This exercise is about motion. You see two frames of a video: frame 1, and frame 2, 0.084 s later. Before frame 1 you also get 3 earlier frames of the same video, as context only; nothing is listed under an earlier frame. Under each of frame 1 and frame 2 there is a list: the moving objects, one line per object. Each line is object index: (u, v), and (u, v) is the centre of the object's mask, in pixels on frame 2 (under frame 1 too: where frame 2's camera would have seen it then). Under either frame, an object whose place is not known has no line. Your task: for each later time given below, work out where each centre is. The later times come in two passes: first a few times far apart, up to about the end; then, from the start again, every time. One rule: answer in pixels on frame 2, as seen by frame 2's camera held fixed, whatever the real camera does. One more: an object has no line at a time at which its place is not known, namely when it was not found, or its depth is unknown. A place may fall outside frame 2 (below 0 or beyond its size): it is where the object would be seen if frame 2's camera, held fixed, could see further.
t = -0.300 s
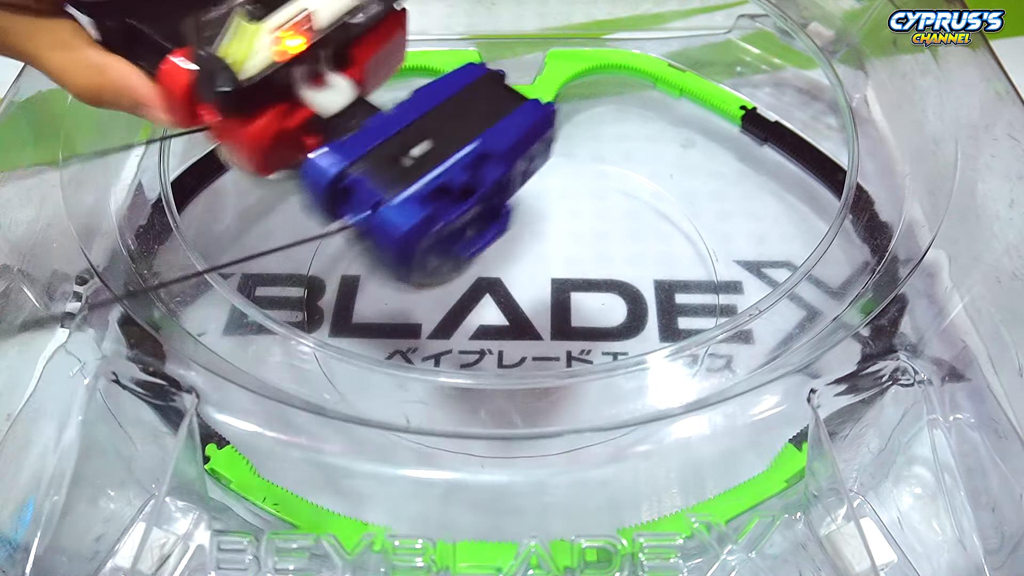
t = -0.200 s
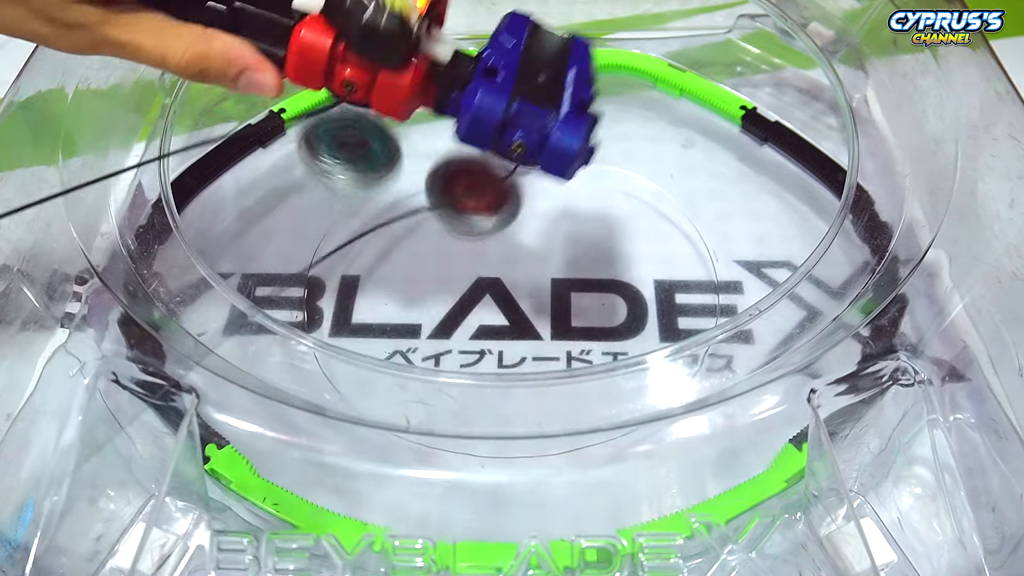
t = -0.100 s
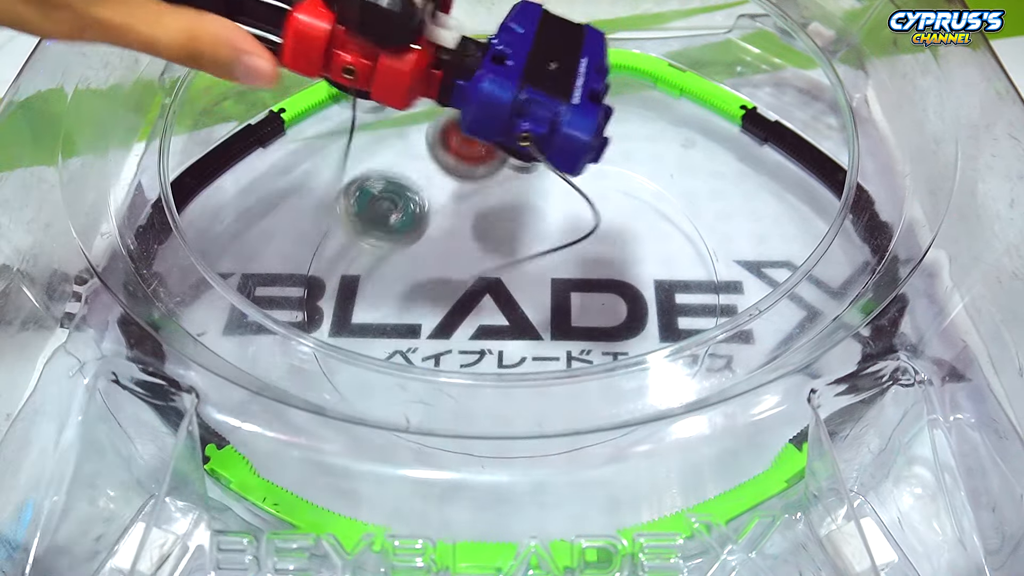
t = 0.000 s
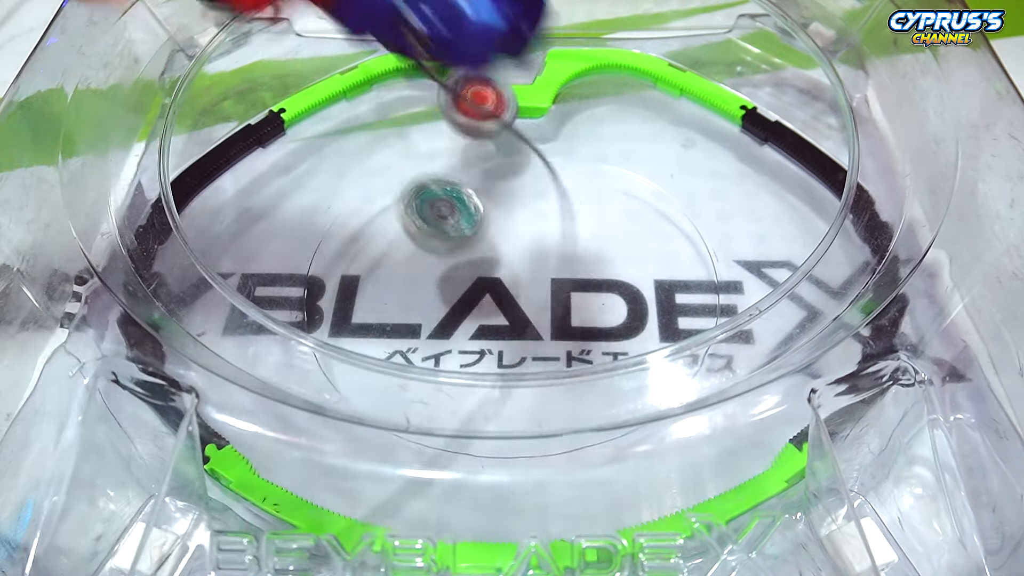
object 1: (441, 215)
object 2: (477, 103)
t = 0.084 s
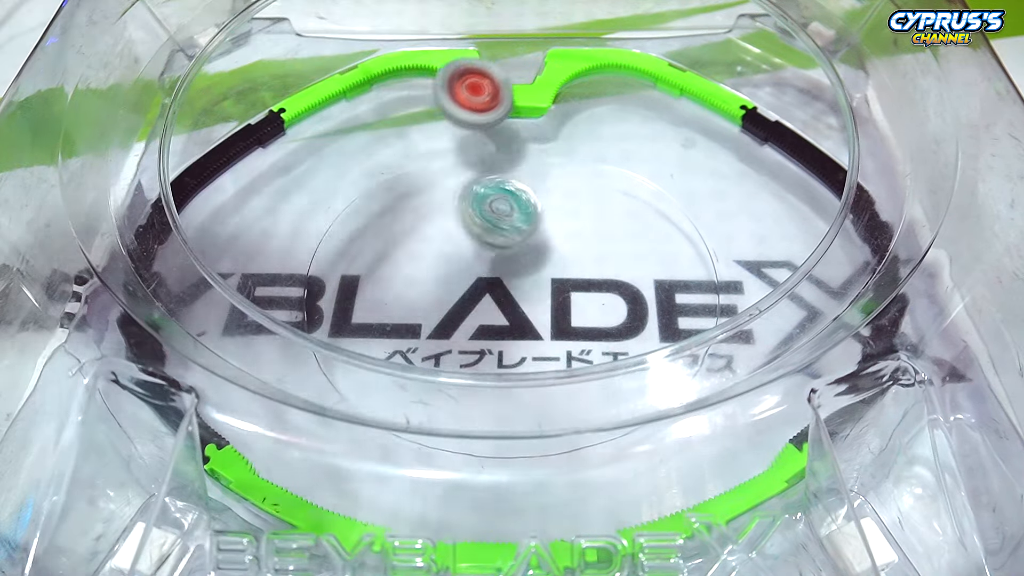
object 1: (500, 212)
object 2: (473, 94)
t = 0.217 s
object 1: (583, 189)
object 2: (434, 117)
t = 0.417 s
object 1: (632, 151)
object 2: (447, 169)
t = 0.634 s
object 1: (567, 153)
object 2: (529, 230)
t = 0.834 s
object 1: (502, 165)
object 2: (600, 229)
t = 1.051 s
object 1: (497, 195)
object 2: (621, 198)
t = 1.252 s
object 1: (531, 249)
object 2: (651, 184)
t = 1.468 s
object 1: (636, 284)
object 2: (635, 197)
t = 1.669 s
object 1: (674, 311)
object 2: (608, 179)
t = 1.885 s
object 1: (631, 302)
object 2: (540, 238)
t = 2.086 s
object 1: (625, 297)
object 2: (455, 293)
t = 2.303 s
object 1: (592, 298)
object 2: (481, 372)
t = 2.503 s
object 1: (551, 292)
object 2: (568, 408)
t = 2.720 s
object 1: (437, 187)
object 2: (560, 416)
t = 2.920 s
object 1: (316, 235)
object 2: (532, 343)
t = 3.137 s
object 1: (373, 360)
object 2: (468, 262)
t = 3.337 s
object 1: (462, 350)
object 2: (386, 241)
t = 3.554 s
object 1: (501, 310)
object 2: (372, 278)
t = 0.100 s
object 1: (512, 212)
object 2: (467, 96)
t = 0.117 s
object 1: (523, 204)
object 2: (462, 100)
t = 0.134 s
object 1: (534, 202)
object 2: (457, 102)
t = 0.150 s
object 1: (544, 201)
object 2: (451, 106)
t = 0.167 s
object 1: (555, 196)
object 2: (446, 109)
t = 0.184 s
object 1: (565, 195)
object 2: (442, 112)
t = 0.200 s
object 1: (574, 192)
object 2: (438, 116)
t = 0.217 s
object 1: (583, 189)
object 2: (434, 117)
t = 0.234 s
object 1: (592, 185)
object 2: (432, 121)
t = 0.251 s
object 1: (599, 182)
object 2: (429, 124)
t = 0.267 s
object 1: (606, 179)
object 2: (427, 126)
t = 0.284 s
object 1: (612, 176)
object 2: (425, 130)
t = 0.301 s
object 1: (617, 173)
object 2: (425, 133)
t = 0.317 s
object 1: (621, 169)
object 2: (426, 137)
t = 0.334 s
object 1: (625, 166)
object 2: (428, 141)
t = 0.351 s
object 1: (628, 163)
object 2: (431, 145)
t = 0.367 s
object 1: (630, 160)
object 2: (435, 152)
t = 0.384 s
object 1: (631, 157)
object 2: (439, 158)
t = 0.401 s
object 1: (632, 154)
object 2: (443, 164)
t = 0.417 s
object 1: (632, 151)
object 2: (447, 169)
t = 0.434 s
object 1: (631, 148)
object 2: (452, 176)
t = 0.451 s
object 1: (630, 146)
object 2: (458, 182)
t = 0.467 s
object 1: (626, 145)
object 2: (463, 187)
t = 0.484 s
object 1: (622, 145)
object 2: (469, 193)
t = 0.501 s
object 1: (617, 146)
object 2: (475, 199)
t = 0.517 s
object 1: (611, 147)
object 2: (481, 204)
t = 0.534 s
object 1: (605, 147)
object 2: (488, 209)
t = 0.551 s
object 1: (599, 148)
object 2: (495, 213)
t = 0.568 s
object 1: (594, 150)
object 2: (502, 217)
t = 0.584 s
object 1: (587, 150)
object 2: (509, 221)
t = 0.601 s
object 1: (580, 151)
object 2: (516, 224)
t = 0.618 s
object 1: (573, 152)
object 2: (523, 227)
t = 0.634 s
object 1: (567, 153)
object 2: (529, 230)
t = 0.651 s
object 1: (560, 154)
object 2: (535, 231)
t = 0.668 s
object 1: (554, 154)
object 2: (542, 232)
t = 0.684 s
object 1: (547, 155)
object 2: (548, 233)
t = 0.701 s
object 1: (541, 156)
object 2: (555, 234)
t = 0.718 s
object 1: (536, 157)
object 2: (561, 234)
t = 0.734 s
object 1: (530, 158)
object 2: (567, 234)
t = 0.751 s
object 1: (524, 159)
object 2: (573, 234)
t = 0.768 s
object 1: (520, 161)
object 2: (579, 233)
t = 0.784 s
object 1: (514, 161)
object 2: (585, 232)
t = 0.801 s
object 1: (510, 163)
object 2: (591, 231)
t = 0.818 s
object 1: (505, 164)
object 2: (596, 230)
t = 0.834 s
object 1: (502, 165)
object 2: (600, 229)
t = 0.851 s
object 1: (499, 167)
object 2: (604, 227)
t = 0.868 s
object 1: (496, 168)
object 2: (607, 224)
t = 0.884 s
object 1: (494, 169)
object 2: (610, 222)
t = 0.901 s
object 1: (492, 170)
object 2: (612, 220)
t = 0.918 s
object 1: (491, 171)
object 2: (614, 217)
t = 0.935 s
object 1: (490, 173)
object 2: (616, 215)
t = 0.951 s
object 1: (489, 175)
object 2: (617, 212)
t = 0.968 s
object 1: (488, 178)
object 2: (619, 210)
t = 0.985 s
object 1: (488, 180)
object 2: (620, 207)
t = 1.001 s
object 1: (488, 183)
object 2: (621, 205)
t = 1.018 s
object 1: (490, 186)
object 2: (622, 202)
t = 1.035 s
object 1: (493, 191)
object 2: (622, 200)
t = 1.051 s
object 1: (497, 195)
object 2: (621, 198)
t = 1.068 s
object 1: (502, 200)
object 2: (621, 197)
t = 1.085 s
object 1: (507, 204)
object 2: (619, 195)
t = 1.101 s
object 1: (512, 209)
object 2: (618, 194)
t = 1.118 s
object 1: (517, 212)
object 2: (616, 193)
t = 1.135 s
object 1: (524, 217)
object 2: (615, 192)
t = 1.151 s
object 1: (525, 221)
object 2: (618, 190)
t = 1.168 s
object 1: (523, 226)
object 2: (625, 188)
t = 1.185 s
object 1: (523, 230)
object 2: (632, 186)
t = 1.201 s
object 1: (523, 235)
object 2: (638, 185)
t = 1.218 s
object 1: (525, 239)
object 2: (643, 184)
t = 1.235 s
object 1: (527, 244)
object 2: (647, 184)
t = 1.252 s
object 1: (531, 249)
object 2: (651, 184)
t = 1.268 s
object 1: (536, 253)
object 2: (653, 184)
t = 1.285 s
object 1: (542, 258)
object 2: (655, 184)
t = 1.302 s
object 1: (548, 261)
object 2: (655, 185)
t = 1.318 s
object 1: (555, 265)
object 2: (655, 186)
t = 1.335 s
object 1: (562, 267)
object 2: (655, 187)
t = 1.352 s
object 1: (571, 271)
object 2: (654, 188)
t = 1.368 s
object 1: (580, 273)
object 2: (653, 190)
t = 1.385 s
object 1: (589, 277)
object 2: (651, 192)
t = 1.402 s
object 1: (598, 280)
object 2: (648, 194)
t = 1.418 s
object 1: (608, 279)
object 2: (644, 195)
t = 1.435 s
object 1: (618, 279)
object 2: (641, 197)
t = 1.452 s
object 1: (628, 279)
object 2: (637, 198)
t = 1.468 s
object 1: (636, 284)
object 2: (635, 197)
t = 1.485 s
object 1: (643, 291)
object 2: (633, 191)
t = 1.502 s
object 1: (651, 297)
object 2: (631, 185)
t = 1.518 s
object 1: (658, 303)
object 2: (629, 180)
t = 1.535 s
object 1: (666, 307)
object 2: (628, 177)
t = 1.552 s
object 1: (672, 309)
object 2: (626, 174)
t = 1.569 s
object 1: (678, 310)
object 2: (624, 173)
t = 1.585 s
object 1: (686, 311)
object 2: (621, 172)
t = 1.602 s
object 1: (690, 311)
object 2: (619, 171)
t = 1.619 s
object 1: (688, 309)
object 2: (616, 172)
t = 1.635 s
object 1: (683, 309)
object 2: (613, 173)
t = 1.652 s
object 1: (679, 311)
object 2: (611, 176)
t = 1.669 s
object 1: (674, 311)
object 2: (608, 179)
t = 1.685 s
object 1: (670, 310)
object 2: (605, 183)
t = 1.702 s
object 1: (665, 311)
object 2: (601, 187)
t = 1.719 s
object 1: (659, 310)
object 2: (597, 192)
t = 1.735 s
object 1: (654, 310)
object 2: (593, 198)
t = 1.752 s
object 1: (648, 308)
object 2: (589, 205)
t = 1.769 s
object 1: (643, 306)
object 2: (585, 212)
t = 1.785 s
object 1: (637, 303)
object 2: (582, 219)
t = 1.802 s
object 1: (633, 300)
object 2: (578, 226)
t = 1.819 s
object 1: (629, 296)
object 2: (574, 233)
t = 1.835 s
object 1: (629, 297)
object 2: (567, 235)
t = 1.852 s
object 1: (630, 300)
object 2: (558, 237)
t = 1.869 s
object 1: (631, 301)
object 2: (548, 237)
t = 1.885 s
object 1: (631, 302)
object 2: (540, 238)
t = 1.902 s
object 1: (631, 303)
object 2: (531, 240)
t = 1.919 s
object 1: (631, 303)
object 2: (523, 243)
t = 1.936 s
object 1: (630, 303)
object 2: (515, 245)
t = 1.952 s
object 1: (630, 303)
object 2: (506, 249)
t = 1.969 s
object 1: (630, 303)
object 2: (498, 252)
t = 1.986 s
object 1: (629, 303)
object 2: (491, 256)
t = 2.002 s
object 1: (629, 303)
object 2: (484, 261)
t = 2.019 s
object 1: (628, 302)
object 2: (477, 266)
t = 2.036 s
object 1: (628, 301)
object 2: (470, 272)
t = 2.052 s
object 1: (627, 300)
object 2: (465, 279)
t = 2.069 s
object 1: (626, 299)
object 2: (460, 286)
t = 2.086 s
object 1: (625, 297)
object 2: (455, 293)
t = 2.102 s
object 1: (624, 296)
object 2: (451, 300)
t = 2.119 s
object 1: (622, 295)
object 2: (448, 307)
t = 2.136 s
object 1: (620, 294)
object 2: (446, 314)
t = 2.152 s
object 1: (618, 293)
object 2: (444, 322)
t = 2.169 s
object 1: (615, 293)
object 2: (444, 329)
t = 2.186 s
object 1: (612, 293)
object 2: (445, 334)
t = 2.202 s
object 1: (609, 293)
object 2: (448, 339)
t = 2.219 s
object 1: (606, 294)
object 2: (451, 343)
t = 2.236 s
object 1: (604, 294)
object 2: (456, 346)
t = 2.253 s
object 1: (601, 295)
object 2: (460, 359)
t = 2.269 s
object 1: (598, 296)
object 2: (466, 365)
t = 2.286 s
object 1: (595, 297)
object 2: (473, 371)
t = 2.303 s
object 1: (592, 298)
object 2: (481, 372)
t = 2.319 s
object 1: (589, 300)
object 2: (489, 388)
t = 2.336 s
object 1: (586, 300)
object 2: (498, 389)
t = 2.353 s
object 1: (583, 302)
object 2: (506, 389)
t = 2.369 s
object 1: (579, 303)
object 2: (514, 389)
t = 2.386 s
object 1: (575, 304)
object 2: (524, 388)
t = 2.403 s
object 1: (571, 304)
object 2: (531, 388)
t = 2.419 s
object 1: (568, 305)
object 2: (539, 387)
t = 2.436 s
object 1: (564, 306)
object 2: (546, 387)
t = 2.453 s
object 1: (561, 306)
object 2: (553, 386)
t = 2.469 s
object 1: (556, 307)
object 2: (556, 371)
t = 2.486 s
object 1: (553, 303)
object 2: (562, 386)
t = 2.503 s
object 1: (551, 292)
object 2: (568, 408)
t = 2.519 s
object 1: (548, 280)
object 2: (568, 404)
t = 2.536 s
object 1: (544, 269)
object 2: (568, 404)
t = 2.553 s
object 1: (539, 258)
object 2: (569, 411)
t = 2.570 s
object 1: (533, 248)
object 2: (567, 415)
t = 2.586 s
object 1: (525, 234)
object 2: (567, 419)
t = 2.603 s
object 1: (516, 226)
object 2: (567, 418)
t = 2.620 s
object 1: (506, 218)
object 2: (566, 418)
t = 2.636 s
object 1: (498, 213)
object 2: (564, 420)
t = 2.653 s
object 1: (486, 207)
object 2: (564, 420)
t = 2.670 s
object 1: (474, 198)
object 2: (563, 418)
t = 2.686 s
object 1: (463, 194)
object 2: (561, 418)
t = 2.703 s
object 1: (450, 189)
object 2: (561, 417)
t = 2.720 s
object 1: (437, 187)
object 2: (560, 416)
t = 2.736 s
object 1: (423, 185)
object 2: (559, 415)
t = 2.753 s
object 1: (411, 184)
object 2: (558, 413)
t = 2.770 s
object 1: (397, 184)
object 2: (557, 409)
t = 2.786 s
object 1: (384, 186)
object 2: (555, 404)
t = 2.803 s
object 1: (370, 184)
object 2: (553, 399)
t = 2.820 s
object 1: (355, 187)
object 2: (552, 394)
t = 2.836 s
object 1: (342, 192)
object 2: (550, 389)
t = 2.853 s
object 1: (328, 196)
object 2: (546, 372)
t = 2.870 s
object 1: (322, 202)
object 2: (543, 369)
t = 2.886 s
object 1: (319, 209)
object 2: (538, 350)
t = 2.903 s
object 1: (318, 222)
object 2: (535, 347)
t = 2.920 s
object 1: (316, 235)
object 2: (532, 343)
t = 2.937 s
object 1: (315, 249)
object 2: (529, 339)
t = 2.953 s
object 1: (315, 261)
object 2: (525, 333)
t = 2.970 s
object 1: (315, 275)
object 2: (521, 324)
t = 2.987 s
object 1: (313, 289)
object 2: (517, 316)
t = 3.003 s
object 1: (316, 299)
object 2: (513, 310)
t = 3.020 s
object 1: (326, 308)
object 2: (508, 302)
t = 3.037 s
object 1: (335, 316)
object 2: (503, 295)
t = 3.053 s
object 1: (343, 323)
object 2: (497, 289)
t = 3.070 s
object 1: (354, 329)
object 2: (492, 282)
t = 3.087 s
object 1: (362, 334)
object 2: (486, 277)
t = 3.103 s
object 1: (371, 339)
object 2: (480, 271)
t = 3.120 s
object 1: (368, 357)
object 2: (474, 266)
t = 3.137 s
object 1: (373, 360)
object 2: (468, 262)
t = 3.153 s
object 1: (380, 365)
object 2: (461, 257)
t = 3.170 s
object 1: (392, 364)
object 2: (454, 254)
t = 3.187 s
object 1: (397, 378)
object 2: (447, 250)
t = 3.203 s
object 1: (404, 367)
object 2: (440, 249)
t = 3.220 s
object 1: (410, 379)
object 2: (433, 246)
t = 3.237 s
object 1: (417, 369)
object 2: (426, 244)
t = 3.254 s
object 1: (425, 369)
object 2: (419, 241)
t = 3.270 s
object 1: (432, 368)
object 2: (412, 241)
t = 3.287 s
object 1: (438, 369)
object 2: (405, 240)
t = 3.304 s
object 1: (447, 363)
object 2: (398, 240)
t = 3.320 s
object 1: (453, 363)
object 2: (392, 240)
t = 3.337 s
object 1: (462, 350)
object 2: (386, 241)
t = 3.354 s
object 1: (468, 347)
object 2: (380, 242)
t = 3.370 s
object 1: (472, 346)
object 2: (375, 244)
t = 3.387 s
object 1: (477, 344)
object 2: (371, 246)
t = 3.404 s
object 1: (481, 342)
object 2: (367, 248)
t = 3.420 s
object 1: (483, 340)
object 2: (364, 252)
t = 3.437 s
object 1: (486, 337)
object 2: (362, 254)
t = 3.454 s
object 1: (489, 334)
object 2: (361, 258)
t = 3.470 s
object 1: (491, 332)
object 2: (361, 261)
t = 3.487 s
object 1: (494, 328)
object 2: (361, 264)
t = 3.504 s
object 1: (496, 324)
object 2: (363, 269)
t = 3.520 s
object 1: (498, 320)
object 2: (365, 272)
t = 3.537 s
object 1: (500, 315)
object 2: (368, 275)
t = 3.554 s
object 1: (501, 310)
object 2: (372, 278)
